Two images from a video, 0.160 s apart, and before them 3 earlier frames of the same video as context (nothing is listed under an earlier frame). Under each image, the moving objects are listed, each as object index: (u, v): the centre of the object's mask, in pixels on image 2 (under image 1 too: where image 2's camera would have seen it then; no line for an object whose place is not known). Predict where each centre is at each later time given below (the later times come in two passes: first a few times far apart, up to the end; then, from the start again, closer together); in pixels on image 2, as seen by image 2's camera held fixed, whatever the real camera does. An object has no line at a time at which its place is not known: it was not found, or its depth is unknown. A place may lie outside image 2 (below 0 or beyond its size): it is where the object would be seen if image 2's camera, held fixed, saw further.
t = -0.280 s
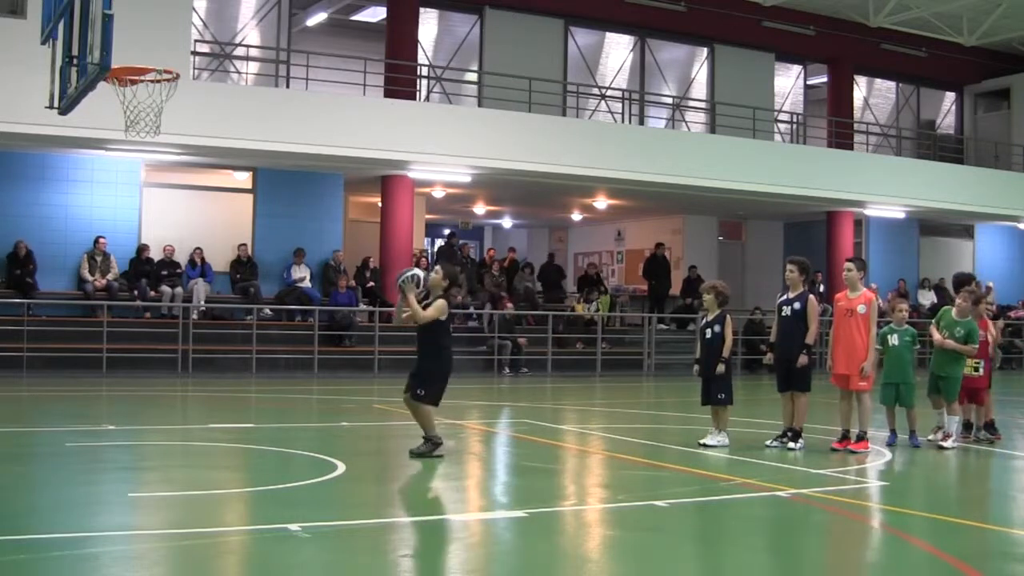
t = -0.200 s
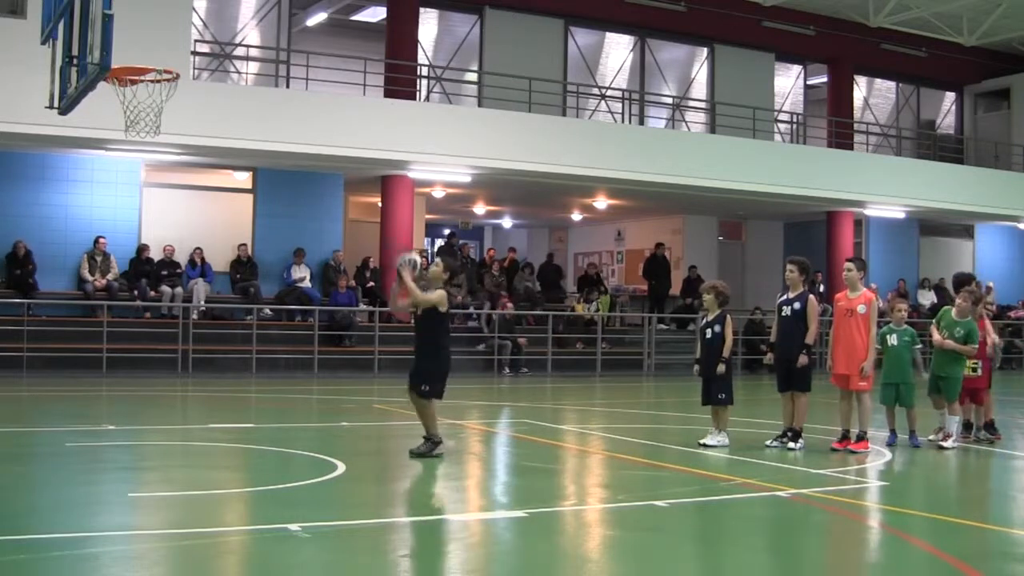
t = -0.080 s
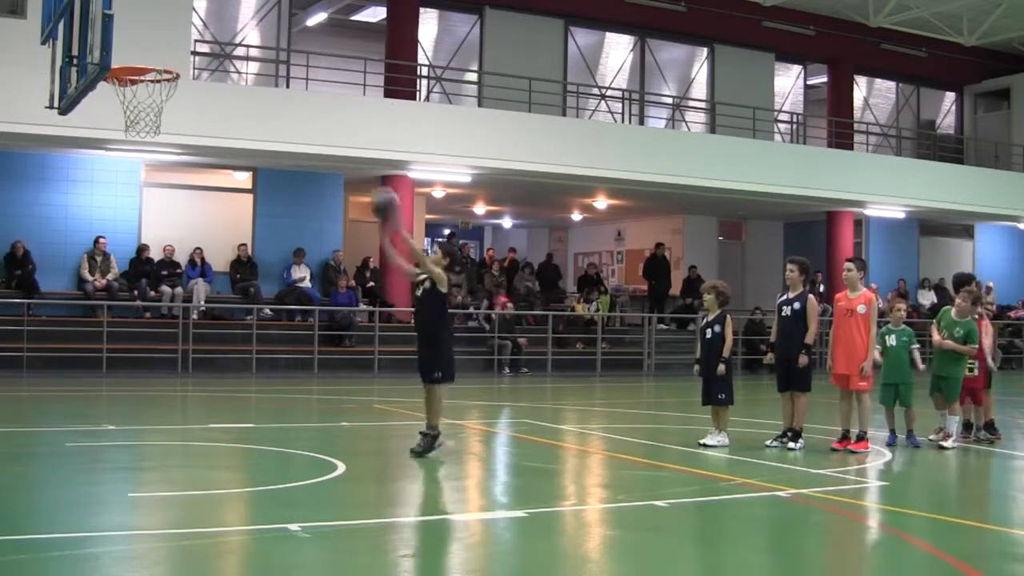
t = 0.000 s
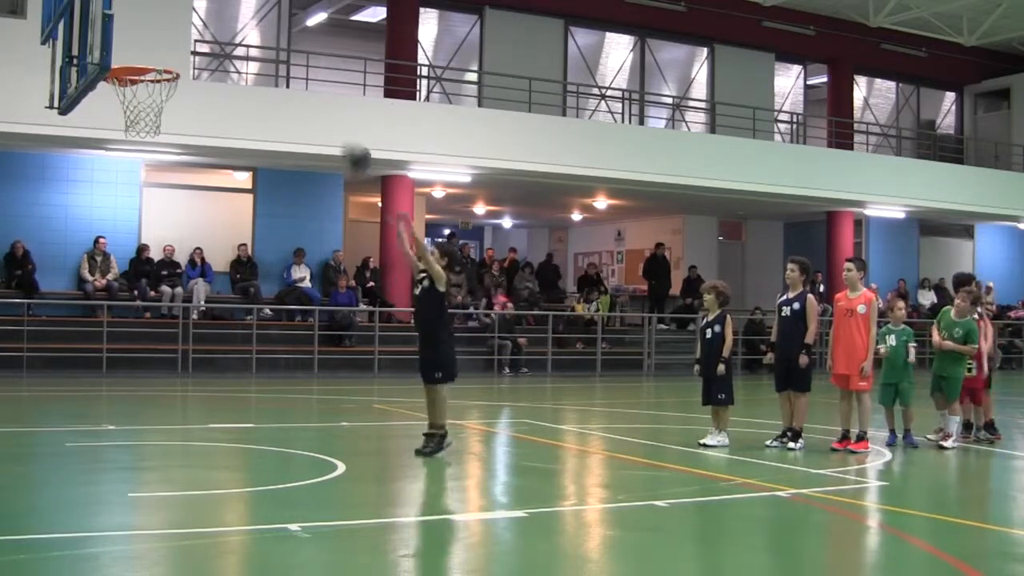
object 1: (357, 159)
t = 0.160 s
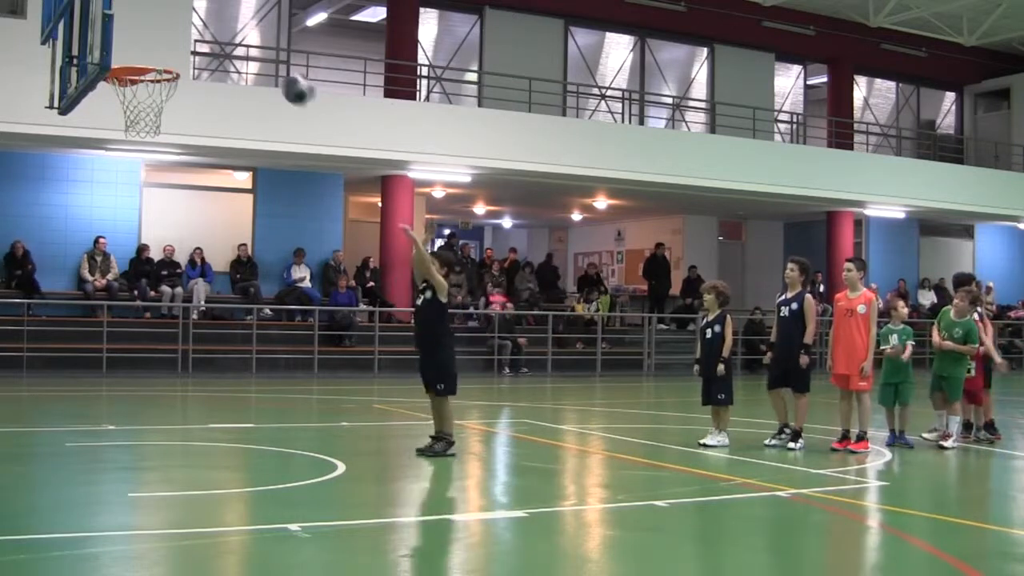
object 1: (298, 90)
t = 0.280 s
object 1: (252, 59)
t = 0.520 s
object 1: (156, 54)
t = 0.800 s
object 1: (165, 98)
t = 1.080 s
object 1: (142, 107)
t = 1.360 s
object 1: (130, 146)
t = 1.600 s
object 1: (133, 241)
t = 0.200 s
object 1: (282, 77)
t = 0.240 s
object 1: (268, 67)
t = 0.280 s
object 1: (252, 59)
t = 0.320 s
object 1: (236, 52)
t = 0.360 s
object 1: (221, 49)
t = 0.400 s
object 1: (203, 49)
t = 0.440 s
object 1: (187, 48)
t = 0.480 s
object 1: (172, 51)
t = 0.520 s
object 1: (156, 54)
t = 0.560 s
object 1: (138, 58)
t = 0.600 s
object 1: (131, 60)
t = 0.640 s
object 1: (129, 84)
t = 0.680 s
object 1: (140, 86)
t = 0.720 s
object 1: (152, 87)
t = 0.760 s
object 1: (159, 93)
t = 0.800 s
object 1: (165, 98)
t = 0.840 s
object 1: (168, 99)
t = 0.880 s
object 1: (167, 101)
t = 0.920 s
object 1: (164, 101)
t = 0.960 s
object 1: (159, 101)
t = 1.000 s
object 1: (153, 101)
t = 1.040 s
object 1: (147, 103)
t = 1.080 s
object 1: (142, 107)
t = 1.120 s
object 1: (136, 112)
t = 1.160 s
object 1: (131, 117)
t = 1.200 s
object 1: (128, 123)
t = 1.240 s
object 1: (128, 127)
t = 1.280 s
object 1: (128, 131)
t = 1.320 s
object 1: (129, 138)
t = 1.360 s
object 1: (130, 146)
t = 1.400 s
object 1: (131, 157)
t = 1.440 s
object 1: (131, 171)
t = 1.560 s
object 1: (133, 221)
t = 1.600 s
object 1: (133, 241)
